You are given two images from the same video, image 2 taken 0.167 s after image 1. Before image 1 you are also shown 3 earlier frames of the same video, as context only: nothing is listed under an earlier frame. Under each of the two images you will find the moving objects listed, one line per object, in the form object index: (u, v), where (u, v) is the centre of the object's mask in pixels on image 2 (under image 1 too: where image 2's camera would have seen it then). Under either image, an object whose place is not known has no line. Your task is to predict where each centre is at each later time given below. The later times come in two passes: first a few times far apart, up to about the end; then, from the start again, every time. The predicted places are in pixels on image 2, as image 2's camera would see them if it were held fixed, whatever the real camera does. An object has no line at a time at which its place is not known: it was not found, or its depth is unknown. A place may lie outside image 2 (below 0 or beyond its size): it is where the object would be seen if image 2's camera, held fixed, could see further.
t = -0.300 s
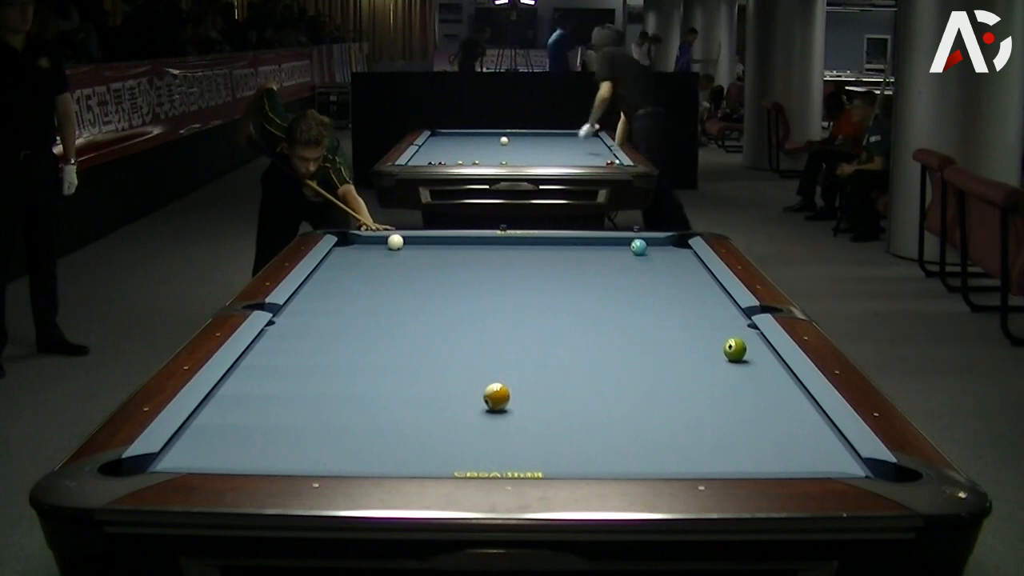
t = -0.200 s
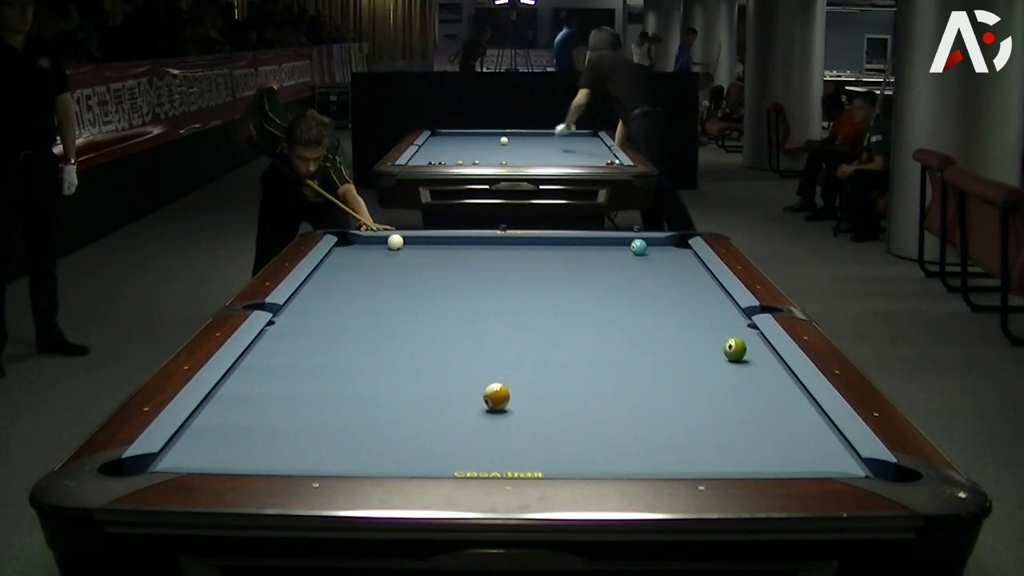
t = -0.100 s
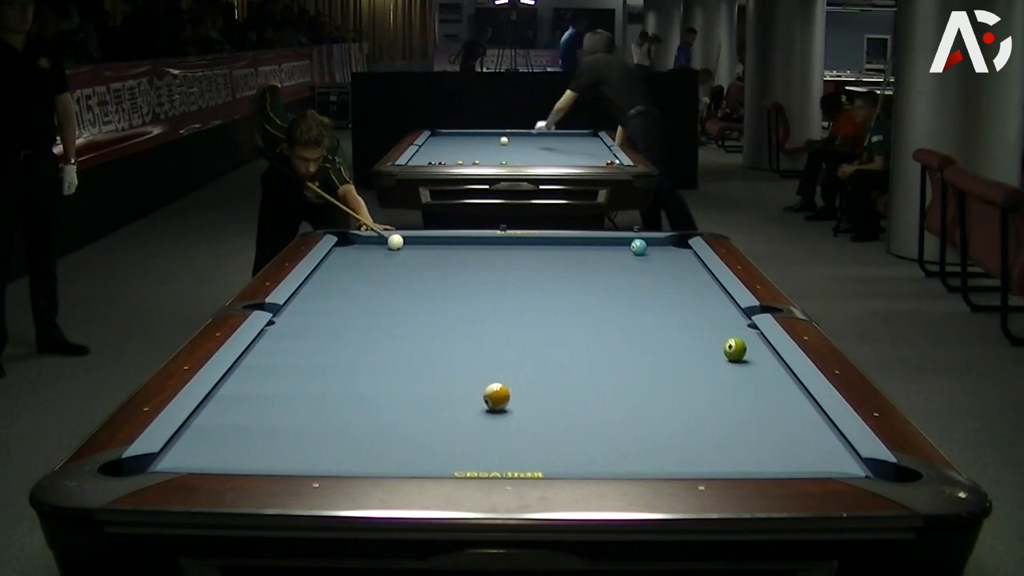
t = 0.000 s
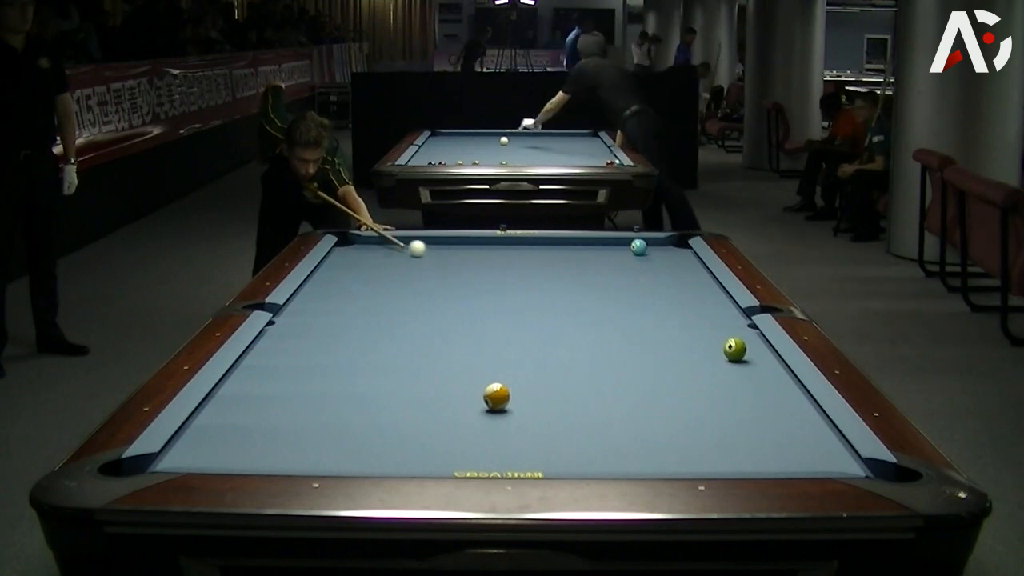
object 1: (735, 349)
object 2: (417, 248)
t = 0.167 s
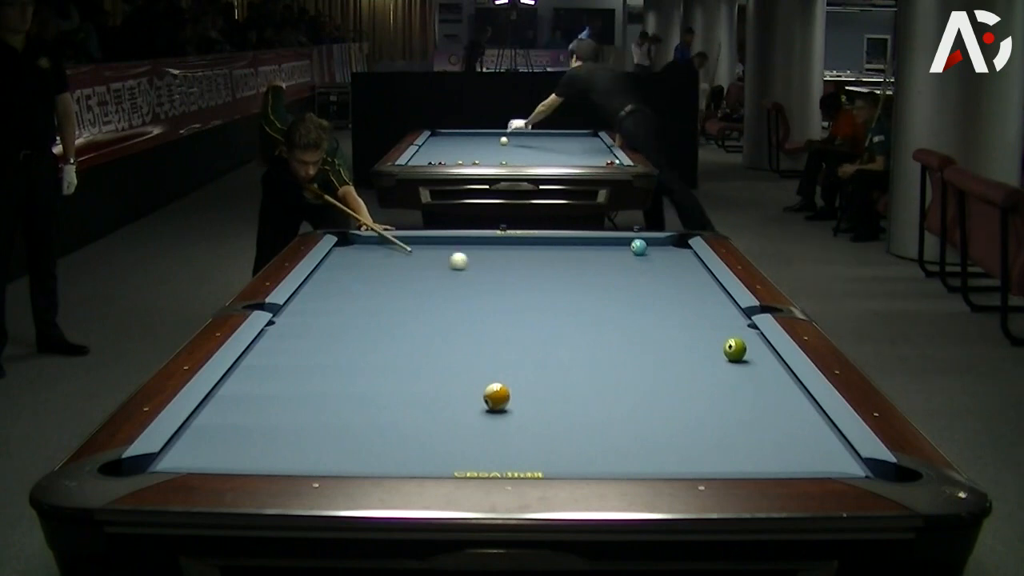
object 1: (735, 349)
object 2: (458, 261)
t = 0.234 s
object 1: (735, 349)
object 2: (474, 266)
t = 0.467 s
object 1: (735, 349)
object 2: (531, 283)
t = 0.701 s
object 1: (735, 349)
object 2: (595, 302)
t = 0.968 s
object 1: (735, 349)
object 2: (680, 328)
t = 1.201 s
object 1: (738, 358)
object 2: (759, 345)
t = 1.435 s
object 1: (744, 377)
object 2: (719, 349)
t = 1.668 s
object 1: (751, 396)
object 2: (687, 354)
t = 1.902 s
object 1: (758, 417)
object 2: (654, 359)
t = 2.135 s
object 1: (766, 439)
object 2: (623, 364)
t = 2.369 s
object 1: (774, 460)
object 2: (592, 368)
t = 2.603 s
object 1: (770, 460)
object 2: (562, 372)
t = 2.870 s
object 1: (760, 449)
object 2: (529, 377)
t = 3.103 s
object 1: (751, 439)
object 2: (501, 377)
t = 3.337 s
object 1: (744, 430)
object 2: (473, 385)
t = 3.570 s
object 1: (738, 422)
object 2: (447, 389)
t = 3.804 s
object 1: (733, 416)
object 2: (422, 392)
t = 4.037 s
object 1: (728, 410)
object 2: (399, 396)
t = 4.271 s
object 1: (725, 405)
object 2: (377, 399)
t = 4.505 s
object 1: (723, 400)
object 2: (358, 402)
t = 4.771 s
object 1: (720, 396)
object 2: (337, 406)
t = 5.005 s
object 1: (719, 393)
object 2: (320, 408)
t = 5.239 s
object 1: (717, 391)
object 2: (305, 411)
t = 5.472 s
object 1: (716, 390)
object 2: (292, 413)
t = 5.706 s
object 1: (716, 389)
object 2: (281, 415)
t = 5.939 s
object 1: (717, 389)
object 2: (271, 416)
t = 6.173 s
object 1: (717, 389)
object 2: (264, 418)
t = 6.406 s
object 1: (717, 388)
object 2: (258, 418)
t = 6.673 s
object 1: (717, 388)
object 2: (254, 419)
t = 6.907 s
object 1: (717, 388)
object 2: (252, 419)
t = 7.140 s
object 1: (717, 389)
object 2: (251, 420)
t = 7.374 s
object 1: (717, 389)
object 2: (251, 420)
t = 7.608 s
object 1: (717, 389)
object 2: (251, 420)
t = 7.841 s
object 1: (717, 389)
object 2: (251, 420)
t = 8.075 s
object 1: (717, 389)
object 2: (251, 420)
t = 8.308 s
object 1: (717, 389)
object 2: (251, 420)
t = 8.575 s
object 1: (717, 389)
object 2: (251, 420)
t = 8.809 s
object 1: (717, 389)
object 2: (251, 420)
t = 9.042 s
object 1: (717, 389)
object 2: (251, 420)
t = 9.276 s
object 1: (717, 389)
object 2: (251, 420)
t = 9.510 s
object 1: (717, 389)
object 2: (251, 420)
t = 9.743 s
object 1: (717, 389)
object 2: (251, 420)
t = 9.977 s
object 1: (717, 389)
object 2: (251, 420)
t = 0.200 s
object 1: (735, 349)
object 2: (466, 264)
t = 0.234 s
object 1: (735, 349)
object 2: (474, 266)
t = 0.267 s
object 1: (735, 349)
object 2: (482, 268)
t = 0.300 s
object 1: (735, 349)
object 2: (490, 271)
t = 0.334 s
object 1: (735, 349)
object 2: (498, 273)
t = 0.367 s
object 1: (735, 349)
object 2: (506, 275)
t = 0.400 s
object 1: (735, 349)
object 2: (514, 278)
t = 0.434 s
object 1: (735, 349)
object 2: (522, 280)
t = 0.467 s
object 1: (735, 349)
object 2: (531, 283)
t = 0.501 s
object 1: (735, 349)
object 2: (539, 286)
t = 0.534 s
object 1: (735, 349)
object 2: (549, 288)
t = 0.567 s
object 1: (735, 349)
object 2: (558, 291)
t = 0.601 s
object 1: (735, 349)
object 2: (567, 294)
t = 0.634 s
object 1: (735, 349)
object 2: (576, 297)
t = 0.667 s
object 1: (735, 349)
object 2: (586, 300)
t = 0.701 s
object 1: (735, 349)
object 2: (595, 302)
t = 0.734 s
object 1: (735, 349)
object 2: (605, 305)
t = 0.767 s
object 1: (735, 349)
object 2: (615, 308)
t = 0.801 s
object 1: (735, 349)
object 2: (625, 312)
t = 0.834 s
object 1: (735, 349)
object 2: (636, 315)
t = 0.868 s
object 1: (735, 349)
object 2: (647, 318)
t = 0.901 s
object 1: (735, 349)
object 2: (657, 321)
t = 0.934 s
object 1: (735, 349)
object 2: (668, 325)
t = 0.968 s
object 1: (735, 349)
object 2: (680, 328)
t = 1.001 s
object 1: (735, 349)
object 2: (691, 331)
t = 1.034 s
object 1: (735, 349)
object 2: (703, 335)
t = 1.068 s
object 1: (735, 349)
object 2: (714, 338)
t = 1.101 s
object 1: (735, 349)
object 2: (724, 338)
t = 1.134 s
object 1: (735, 351)
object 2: (741, 338)
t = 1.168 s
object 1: (736, 355)
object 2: (751, 343)
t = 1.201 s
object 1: (738, 358)
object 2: (759, 345)
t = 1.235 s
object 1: (739, 361)
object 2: (752, 345)
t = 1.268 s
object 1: (740, 364)
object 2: (745, 344)
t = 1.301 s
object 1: (741, 366)
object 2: (738, 345)
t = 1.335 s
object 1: (741, 369)
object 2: (733, 347)
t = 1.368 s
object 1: (742, 371)
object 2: (728, 348)
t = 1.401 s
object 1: (743, 373)
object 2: (724, 349)
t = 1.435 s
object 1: (744, 377)
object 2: (719, 349)
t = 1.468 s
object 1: (745, 379)
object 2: (715, 350)
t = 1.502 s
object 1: (746, 382)
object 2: (710, 351)
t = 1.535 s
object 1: (747, 385)
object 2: (705, 351)
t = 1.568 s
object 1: (748, 387)
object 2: (701, 352)
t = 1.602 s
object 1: (749, 390)
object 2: (696, 353)
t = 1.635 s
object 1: (750, 393)
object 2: (691, 353)
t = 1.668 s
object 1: (751, 396)
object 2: (687, 354)
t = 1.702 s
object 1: (752, 399)
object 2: (682, 355)
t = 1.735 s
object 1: (753, 402)
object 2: (677, 356)
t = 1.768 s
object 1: (754, 405)
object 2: (673, 356)
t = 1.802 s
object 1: (755, 408)
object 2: (668, 357)
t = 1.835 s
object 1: (756, 411)
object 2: (664, 358)
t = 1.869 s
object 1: (757, 414)
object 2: (659, 359)
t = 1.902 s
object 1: (758, 417)
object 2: (654, 359)
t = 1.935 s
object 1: (759, 420)
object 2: (650, 360)
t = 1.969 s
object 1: (760, 423)
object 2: (645, 361)
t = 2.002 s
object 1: (761, 426)
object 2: (641, 361)
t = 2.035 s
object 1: (762, 429)
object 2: (636, 362)
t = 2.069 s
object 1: (764, 433)
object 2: (632, 363)
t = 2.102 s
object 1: (765, 436)
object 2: (628, 363)
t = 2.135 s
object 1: (766, 439)
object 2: (623, 364)
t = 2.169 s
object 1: (767, 443)
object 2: (618, 365)
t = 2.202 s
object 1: (768, 446)
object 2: (614, 365)
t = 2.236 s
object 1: (769, 449)
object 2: (610, 366)
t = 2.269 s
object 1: (771, 453)
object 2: (605, 366)
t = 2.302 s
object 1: (772, 456)
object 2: (601, 367)
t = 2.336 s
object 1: (773, 458)
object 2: (597, 368)
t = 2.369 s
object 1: (774, 460)
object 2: (592, 368)
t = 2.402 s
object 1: (776, 462)
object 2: (588, 369)
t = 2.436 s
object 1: (777, 464)
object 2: (584, 369)
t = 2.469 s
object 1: (776, 464)
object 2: (579, 370)
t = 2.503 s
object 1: (774, 462)
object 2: (575, 371)
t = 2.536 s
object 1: (773, 461)
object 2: (571, 371)
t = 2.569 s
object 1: (771, 460)
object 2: (566, 372)
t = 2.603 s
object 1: (770, 460)
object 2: (562, 372)
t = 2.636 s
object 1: (769, 459)
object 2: (558, 373)
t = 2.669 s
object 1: (767, 457)
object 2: (554, 374)
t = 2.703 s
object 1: (766, 456)
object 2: (550, 374)
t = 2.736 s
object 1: (765, 455)
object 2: (545, 375)
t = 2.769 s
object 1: (763, 454)
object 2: (541, 376)
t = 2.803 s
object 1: (762, 452)
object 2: (537, 376)
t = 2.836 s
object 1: (761, 451)
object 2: (533, 377)
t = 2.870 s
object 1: (760, 449)
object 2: (529, 377)
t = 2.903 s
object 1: (758, 448)
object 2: (524, 378)
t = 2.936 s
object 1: (757, 446)
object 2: (521, 379)
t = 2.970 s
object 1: (756, 445)
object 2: (517, 379)
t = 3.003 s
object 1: (755, 443)
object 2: (513, 379)
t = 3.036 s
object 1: (754, 442)
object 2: (510, 379)
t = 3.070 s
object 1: (753, 441)
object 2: (506, 378)
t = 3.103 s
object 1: (751, 439)
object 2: (501, 377)
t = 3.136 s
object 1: (750, 438)
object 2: (496, 377)
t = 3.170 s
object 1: (749, 436)
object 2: (491, 378)
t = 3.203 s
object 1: (748, 435)
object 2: (486, 380)
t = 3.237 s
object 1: (747, 434)
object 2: (483, 382)
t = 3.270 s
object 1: (746, 433)
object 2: (479, 383)
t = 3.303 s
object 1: (745, 431)
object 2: (476, 384)
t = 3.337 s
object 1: (744, 430)
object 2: (473, 385)
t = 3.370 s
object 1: (743, 429)
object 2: (469, 386)
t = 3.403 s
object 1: (742, 428)
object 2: (465, 386)
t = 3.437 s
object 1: (741, 427)
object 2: (461, 387)
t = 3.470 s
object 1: (740, 426)
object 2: (458, 387)
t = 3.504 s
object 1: (740, 425)
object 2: (454, 388)
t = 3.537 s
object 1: (739, 424)
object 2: (450, 388)
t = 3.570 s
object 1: (738, 422)
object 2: (447, 389)
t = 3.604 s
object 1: (737, 421)
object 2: (443, 389)
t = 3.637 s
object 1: (736, 420)
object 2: (440, 390)
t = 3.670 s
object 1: (736, 419)
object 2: (436, 390)
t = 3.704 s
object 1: (735, 419)
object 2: (433, 391)
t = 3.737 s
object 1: (734, 417)
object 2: (429, 391)
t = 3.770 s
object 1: (734, 416)
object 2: (426, 392)
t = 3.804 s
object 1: (733, 416)
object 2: (422, 392)
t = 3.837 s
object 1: (732, 415)
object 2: (419, 393)
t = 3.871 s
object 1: (731, 413)
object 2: (415, 393)
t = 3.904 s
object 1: (731, 413)
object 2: (412, 394)
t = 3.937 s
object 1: (730, 412)
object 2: (409, 394)
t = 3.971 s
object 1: (730, 411)
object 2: (406, 395)
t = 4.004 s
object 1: (729, 411)
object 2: (402, 395)
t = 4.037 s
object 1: (728, 410)
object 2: (399, 396)
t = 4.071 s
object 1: (728, 409)
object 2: (396, 396)
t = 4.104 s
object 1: (727, 408)
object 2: (393, 397)
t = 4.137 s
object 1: (727, 407)
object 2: (390, 397)
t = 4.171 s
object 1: (726, 407)
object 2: (387, 398)
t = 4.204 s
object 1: (726, 406)
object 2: (383, 398)
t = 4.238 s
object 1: (725, 405)
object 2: (380, 399)
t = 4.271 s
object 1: (725, 405)
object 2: (377, 399)
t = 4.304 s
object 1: (724, 404)
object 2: (374, 400)
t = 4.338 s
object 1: (724, 403)
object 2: (372, 400)
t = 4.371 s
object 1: (724, 402)
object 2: (369, 400)
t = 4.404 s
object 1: (723, 402)
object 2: (366, 401)
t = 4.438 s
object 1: (723, 401)
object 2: (363, 401)
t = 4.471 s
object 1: (723, 401)
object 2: (360, 402)
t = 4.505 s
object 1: (723, 400)
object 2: (358, 402)
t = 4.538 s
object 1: (722, 400)
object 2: (355, 403)
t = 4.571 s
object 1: (722, 399)
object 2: (352, 403)
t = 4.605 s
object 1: (722, 398)
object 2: (349, 403)
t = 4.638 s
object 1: (722, 398)
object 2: (347, 404)
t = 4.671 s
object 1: (721, 398)
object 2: (344, 404)
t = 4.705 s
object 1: (721, 397)
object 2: (342, 405)
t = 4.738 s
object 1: (721, 397)
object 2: (339, 405)
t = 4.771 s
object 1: (720, 396)
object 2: (337, 406)
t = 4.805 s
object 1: (720, 396)
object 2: (334, 406)
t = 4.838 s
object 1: (720, 395)
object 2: (332, 406)
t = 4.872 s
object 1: (720, 395)
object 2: (329, 406)
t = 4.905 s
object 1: (720, 395)
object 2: (327, 407)
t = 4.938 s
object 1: (719, 394)
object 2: (325, 408)
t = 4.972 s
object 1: (719, 394)
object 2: (322, 408)
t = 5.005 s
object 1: (719, 393)
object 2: (320, 408)
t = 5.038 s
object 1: (719, 393)
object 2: (318, 409)
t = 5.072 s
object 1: (718, 393)
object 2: (316, 409)
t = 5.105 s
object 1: (718, 393)
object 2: (313, 409)
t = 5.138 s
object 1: (718, 392)
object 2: (311, 410)
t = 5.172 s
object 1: (718, 392)
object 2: (309, 410)
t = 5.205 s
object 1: (717, 392)
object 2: (307, 410)
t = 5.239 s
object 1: (717, 391)
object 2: (305, 411)
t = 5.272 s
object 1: (717, 391)
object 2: (303, 411)
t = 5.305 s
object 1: (717, 391)
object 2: (301, 411)
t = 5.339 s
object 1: (717, 391)
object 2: (299, 411)
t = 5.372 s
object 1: (717, 391)
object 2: (298, 412)
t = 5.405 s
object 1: (717, 391)
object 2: (296, 412)
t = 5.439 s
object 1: (717, 390)
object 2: (294, 412)
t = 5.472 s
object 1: (716, 390)
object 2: (292, 413)
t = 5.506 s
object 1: (716, 390)
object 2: (291, 413)
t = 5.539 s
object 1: (716, 390)
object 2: (289, 413)
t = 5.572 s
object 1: (716, 389)
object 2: (287, 414)
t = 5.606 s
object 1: (716, 389)
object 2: (286, 414)
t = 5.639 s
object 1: (716, 389)
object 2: (284, 414)
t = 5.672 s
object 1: (716, 389)
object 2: (283, 414)
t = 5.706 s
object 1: (716, 389)
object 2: (281, 415)
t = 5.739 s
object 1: (716, 389)
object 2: (280, 415)
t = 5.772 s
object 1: (716, 389)
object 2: (278, 415)
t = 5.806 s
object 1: (717, 389)
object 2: (277, 415)
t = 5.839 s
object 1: (717, 389)
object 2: (275, 416)
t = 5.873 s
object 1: (717, 389)
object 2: (274, 416)
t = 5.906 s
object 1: (717, 389)
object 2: (273, 416)
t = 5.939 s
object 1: (717, 389)
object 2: (271, 416)
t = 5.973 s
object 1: (717, 389)
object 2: (270, 416)
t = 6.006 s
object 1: (717, 389)
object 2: (269, 417)
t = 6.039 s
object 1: (717, 389)
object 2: (268, 417)
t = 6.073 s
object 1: (717, 389)
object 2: (267, 417)
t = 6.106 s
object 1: (717, 389)
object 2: (266, 417)
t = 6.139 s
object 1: (717, 389)
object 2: (265, 418)
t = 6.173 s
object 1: (717, 389)
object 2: (264, 418)
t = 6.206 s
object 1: (717, 389)
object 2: (263, 418)
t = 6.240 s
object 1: (717, 389)
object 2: (262, 418)
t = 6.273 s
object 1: (717, 388)
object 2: (261, 418)
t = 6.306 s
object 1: (717, 388)
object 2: (260, 418)
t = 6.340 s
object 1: (717, 388)
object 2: (259, 418)
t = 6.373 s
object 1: (717, 388)
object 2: (259, 418)
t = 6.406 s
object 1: (717, 388)
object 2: (258, 418)
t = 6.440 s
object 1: (717, 389)
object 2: (257, 418)
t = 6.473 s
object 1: (717, 388)
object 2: (257, 419)
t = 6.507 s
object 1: (717, 388)
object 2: (256, 419)
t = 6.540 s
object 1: (717, 388)
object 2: (255, 419)
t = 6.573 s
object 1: (717, 388)
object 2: (255, 419)
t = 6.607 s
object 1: (717, 388)
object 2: (254, 419)
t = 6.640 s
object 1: (717, 388)
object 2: (254, 419)
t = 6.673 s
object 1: (717, 388)
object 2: (254, 419)
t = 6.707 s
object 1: (717, 388)
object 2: (253, 419)
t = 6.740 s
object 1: (717, 388)
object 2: (253, 419)
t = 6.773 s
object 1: (717, 388)
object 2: (253, 419)
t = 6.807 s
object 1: (717, 388)
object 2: (252, 419)
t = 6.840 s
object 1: (717, 388)
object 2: (252, 419)
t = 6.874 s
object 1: (717, 388)
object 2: (252, 419)
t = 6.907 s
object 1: (717, 388)
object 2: (252, 419)
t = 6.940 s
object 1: (717, 389)
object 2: (252, 419)
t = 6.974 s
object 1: (717, 388)
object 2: (252, 420)
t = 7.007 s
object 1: (717, 389)
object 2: (252, 420)
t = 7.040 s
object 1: (717, 389)
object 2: (251, 420)
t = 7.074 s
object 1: (717, 389)
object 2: (251, 420)
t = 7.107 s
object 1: (717, 389)
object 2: (251, 420)
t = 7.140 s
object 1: (717, 389)
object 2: (251, 420)
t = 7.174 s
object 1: (717, 389)
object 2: (251, 420)
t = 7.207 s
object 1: (717, 389)
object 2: (251, 420)
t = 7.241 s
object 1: (717, 389)
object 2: (251, 420)
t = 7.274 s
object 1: (717, 389)
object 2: (251, 420)
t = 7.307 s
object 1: (717, 389)
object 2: (251, 420)
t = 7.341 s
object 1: (717, 389)
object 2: (251, 420)
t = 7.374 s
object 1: (717, 389)
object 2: (251, 420)
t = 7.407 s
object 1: (717, 389)
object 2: (251, 420)
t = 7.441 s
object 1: (717, 389)
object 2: (251, 420)
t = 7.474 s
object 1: (717, 389)
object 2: (251, 420)
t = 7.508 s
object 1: (717, 389)
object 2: (251, 420)
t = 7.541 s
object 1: (717, 389)
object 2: (251, 420)
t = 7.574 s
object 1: (717, 389)
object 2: (251, 420)
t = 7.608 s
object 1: (717, 389)
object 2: (251, 420)
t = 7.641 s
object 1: (717, 389)
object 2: (251, 420)
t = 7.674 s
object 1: (717, 389)
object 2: (251, 420)
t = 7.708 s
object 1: (717, 389)
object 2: (251, 420)
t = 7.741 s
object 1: (717, 389)
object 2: (251, 420)
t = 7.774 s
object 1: (717, 389)
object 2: (251, 420)
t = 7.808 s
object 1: (717, 389)
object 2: (251, 420)
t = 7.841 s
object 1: (717, 389)
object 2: (251, 420)
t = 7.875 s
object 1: (717, 389)
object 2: (251, 420)
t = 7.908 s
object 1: (717, 389)
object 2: (251, 420)
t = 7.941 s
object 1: (717, 389)
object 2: (251, 420)
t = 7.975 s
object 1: (717, 389)
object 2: (251, 420)
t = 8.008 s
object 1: (717, 389)
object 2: (251, 420)
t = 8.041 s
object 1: (717, 389)
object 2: (251, 420)
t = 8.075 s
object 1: (717, 389)
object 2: (251, 420)
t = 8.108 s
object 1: (717, 389)
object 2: (251, 420)
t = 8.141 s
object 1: (717, 389)
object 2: (251, 420)
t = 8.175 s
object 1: (717, 389)
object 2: (251, 420)
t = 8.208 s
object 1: (717, 389)
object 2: (251, 420)
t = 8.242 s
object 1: (717, 389)
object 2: (251, 420)
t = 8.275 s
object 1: (717, 389)
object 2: (251, 420)
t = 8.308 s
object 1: (717, 389)
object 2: (251, 420)
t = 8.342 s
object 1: (717, 389)
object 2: (251, 420)
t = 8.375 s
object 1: (717, 389)
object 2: (251, 420)
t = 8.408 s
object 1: (717, 389)
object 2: (251, 420)
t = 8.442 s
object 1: (717, 389)
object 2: (251, 420)
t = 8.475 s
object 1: (717, 389)
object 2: (251, 420)
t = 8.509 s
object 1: (717, 389)
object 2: (251, 420)
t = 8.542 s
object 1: (717, 389)
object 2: (251, 420)
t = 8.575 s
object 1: (717, 389)
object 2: (251, 420)
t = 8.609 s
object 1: (717, 389)
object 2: (251, 420)
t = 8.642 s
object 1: (717, 389)
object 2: (251, 420)
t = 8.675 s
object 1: (717, 389)
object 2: (251, 420)
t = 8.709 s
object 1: (717, 389)
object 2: (251, 420)
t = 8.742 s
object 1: (717, 389)
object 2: (251, 420)
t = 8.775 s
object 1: (717, 389)
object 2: (251, 420)
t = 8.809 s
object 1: (717, 389)
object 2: (251, 420)
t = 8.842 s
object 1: (717, 389)
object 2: (251, 420)
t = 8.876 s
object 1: (717, 389)
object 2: (251, 420)
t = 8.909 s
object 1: (717, 389)
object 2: (251, 420)
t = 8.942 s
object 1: (717, 389)
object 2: (251, 420)
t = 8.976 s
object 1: (717, 389)
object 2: (251, 420)
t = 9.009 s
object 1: (717, 389)
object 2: (251, 420)
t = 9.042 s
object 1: (717, 389)
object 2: (251, 420)
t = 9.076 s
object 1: (717, 389)
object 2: (251, 420)
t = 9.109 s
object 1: (717, 389)
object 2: (251, 420)
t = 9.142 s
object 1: (717, 389)
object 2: (251, 420)
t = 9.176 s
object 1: (717, 389)
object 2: (251, 420)
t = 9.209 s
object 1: (717, 389)
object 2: (251, 420)
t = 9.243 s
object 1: (717, 389)
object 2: (251, 420)
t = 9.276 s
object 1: (717, 389)
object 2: (251, 420)
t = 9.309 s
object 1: (717, 389)
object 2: (251, 420)
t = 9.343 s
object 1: (717, 389)
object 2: (251, 420)
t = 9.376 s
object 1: (717, 389)
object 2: (251, 420)
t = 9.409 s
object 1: (717, 389)
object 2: (251, 420)
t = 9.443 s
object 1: (717, 389)
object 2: (251, 420)
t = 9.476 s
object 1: (717, 389)
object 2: (251, 420)
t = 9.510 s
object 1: (717, 389)
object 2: (251, 420)
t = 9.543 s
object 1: (717, 389)
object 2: (251, 420)
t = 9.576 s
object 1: (717, 389)
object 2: (251, 420)
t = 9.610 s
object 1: (717, 389)
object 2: (251, 420)
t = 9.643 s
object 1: (717, 389)
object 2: (251, 420)
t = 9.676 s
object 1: (717, 389)
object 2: (251, 420)
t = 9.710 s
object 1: (717, 389)
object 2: (251, 420)
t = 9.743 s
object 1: (717, 389)
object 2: (251, 420)
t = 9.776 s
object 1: (717, 389)
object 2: (251, 420)
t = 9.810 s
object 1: (717, 389)
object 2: (251, 420)
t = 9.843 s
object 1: (717, 389)
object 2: (251, 420)
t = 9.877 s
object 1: (717, 389)
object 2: (251, 420)
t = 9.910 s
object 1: (717, 389)
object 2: (251, 420)
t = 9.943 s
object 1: (717, 389)
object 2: (251, 420)
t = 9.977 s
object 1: (717, 389)
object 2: (251, 420)
